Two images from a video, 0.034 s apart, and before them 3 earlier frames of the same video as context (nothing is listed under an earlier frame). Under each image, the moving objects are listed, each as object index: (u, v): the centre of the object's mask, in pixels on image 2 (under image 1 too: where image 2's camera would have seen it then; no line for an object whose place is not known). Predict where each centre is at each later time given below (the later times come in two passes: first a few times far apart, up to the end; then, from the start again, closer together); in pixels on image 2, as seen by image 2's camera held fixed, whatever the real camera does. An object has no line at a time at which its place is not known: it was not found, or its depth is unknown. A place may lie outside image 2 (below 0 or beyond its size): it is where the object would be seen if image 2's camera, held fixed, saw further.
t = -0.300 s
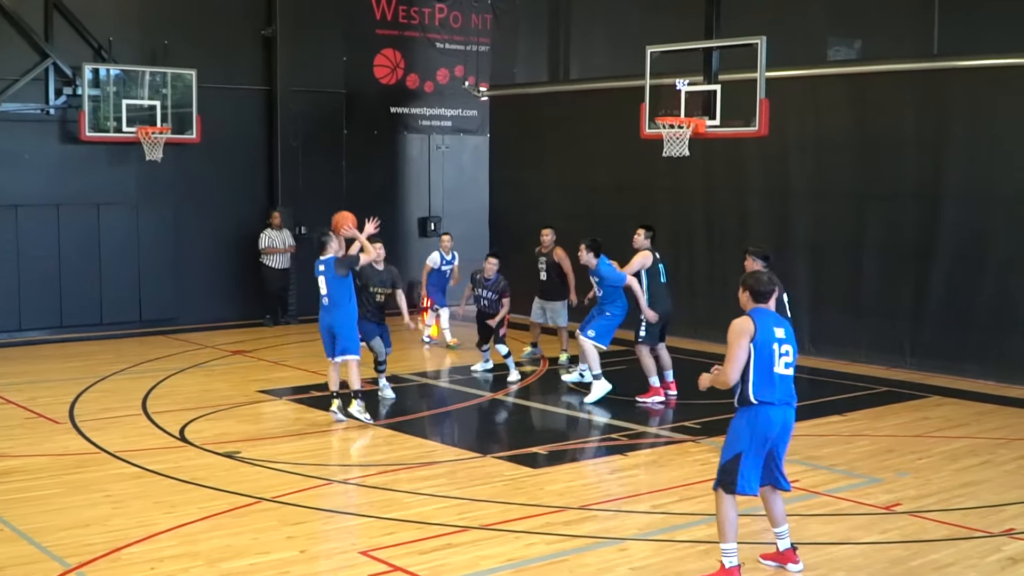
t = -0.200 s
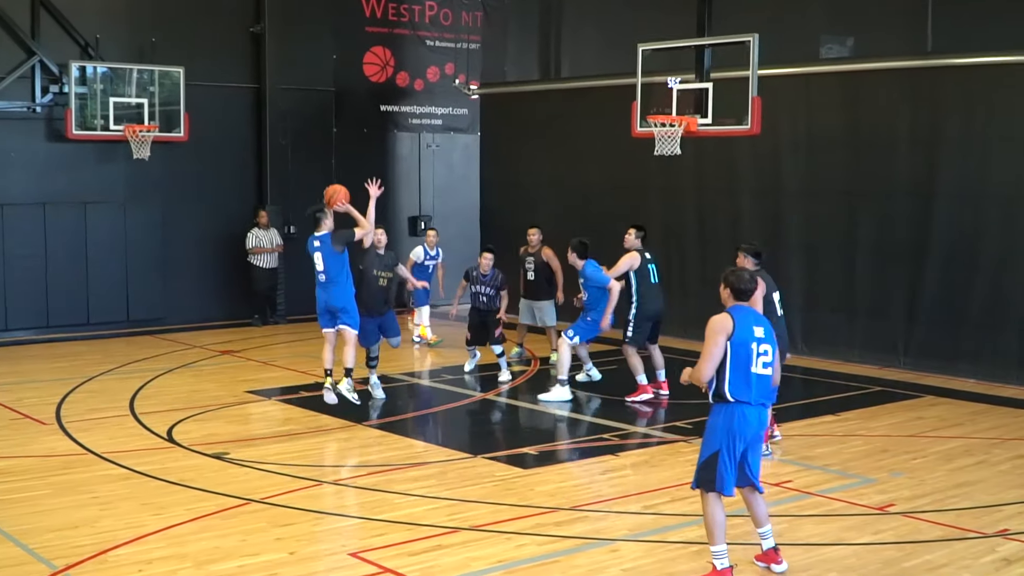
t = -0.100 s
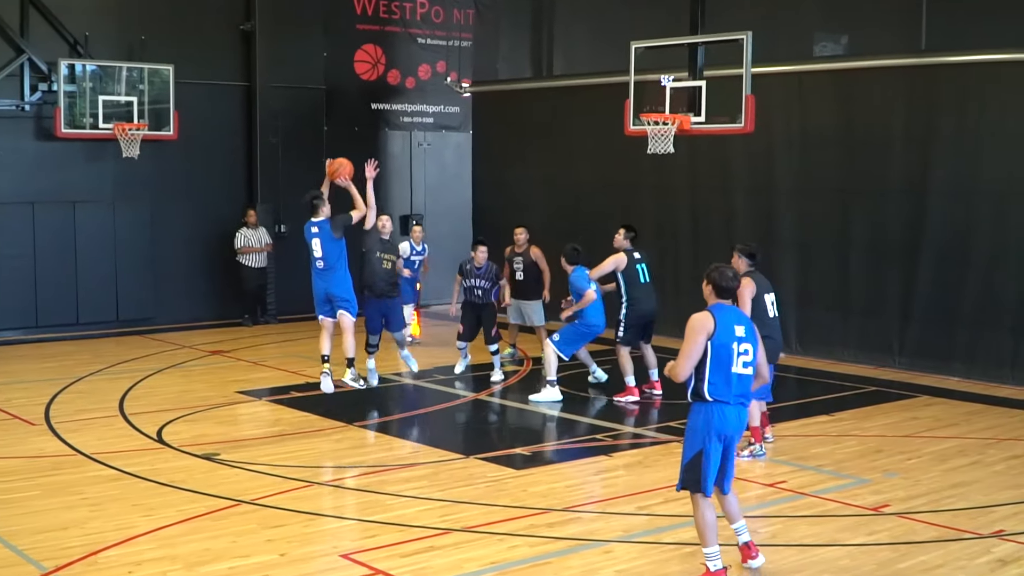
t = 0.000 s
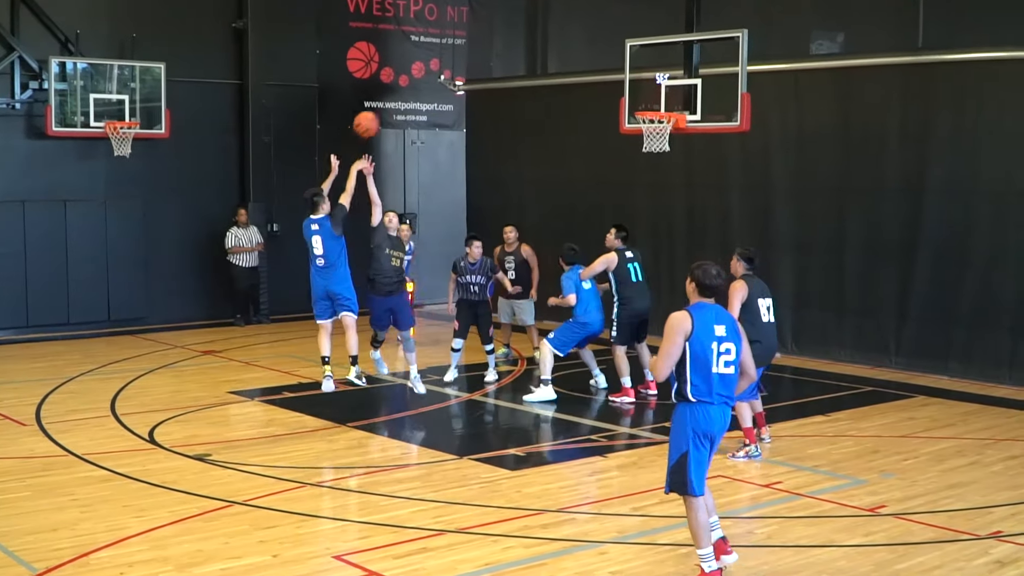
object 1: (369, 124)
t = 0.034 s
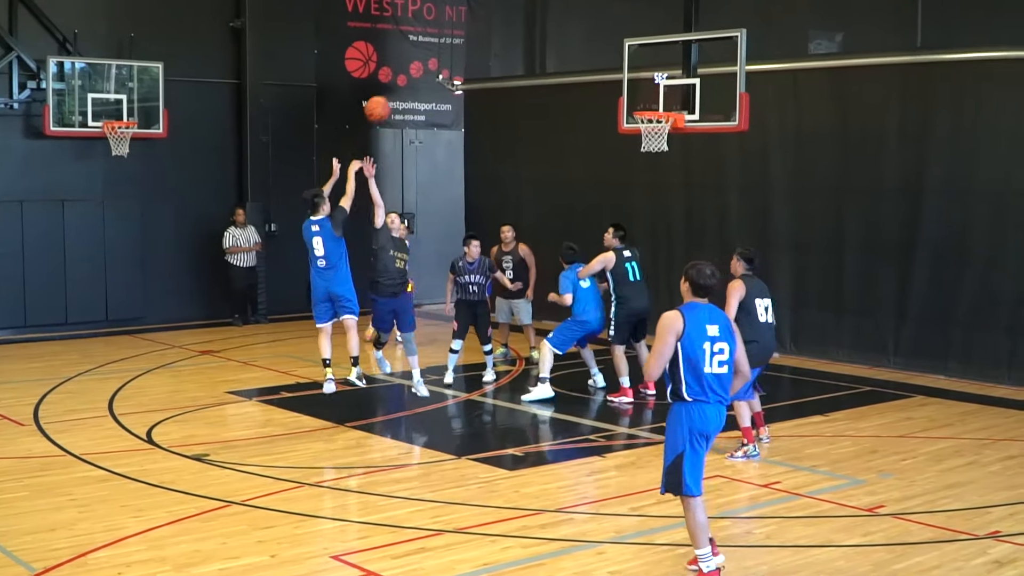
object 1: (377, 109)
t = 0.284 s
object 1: (471, 38)
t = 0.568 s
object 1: (567, 35)
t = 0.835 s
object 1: (641, 97)
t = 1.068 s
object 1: (665, 160)
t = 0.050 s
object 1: (384, 102)
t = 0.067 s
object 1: (391, 95)
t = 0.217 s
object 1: (447, 51)
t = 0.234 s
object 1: (453, 47)
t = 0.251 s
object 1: (458, 44)
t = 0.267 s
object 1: (465, 41)
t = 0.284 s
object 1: (471, 38)
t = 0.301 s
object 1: (477, 36)
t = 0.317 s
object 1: (482, 35)
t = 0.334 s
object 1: (488, 32)
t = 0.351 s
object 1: (494, 31)
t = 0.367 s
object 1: (499, 30)
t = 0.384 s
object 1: (505, 29)
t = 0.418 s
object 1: (516, 28)
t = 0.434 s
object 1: (522, 28)
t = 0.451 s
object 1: (527, 28)
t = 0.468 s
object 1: (532, 29)
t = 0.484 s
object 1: (538, 29)
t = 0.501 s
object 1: (543, 30)
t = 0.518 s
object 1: (548, 31)
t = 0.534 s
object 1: (553, 32)
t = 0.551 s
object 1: (559, 34)
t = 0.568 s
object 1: (567, 35)
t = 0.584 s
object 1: (569, 38)
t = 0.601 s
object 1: (574, 40)
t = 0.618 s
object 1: (579, 43)
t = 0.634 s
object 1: (584, 46)
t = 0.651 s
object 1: (589, 49)
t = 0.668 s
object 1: (594, 52)
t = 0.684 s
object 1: (599, 56)
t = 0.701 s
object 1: (603, 59)
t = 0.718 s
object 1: (609, 63)
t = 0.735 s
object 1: (613, 67)
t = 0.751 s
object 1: (618, 72)
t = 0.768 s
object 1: (623, 76)
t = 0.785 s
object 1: (628, 81)
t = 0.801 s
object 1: (633, 87)
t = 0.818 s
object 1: (637, 91)
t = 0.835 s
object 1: (641, 97)
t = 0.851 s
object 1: (646, 101)
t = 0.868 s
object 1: (651, 105)
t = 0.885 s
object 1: (654, 108)
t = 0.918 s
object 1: (662, 115)
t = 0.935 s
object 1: (661, 123)
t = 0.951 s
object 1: (660, 140)
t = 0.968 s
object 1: (661, 141)
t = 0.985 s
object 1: (663, 142)
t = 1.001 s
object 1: (665, 144)
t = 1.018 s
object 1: (665, 148)
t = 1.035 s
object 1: (665, 151)
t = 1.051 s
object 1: (665, 156)
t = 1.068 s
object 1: (665, 160)
